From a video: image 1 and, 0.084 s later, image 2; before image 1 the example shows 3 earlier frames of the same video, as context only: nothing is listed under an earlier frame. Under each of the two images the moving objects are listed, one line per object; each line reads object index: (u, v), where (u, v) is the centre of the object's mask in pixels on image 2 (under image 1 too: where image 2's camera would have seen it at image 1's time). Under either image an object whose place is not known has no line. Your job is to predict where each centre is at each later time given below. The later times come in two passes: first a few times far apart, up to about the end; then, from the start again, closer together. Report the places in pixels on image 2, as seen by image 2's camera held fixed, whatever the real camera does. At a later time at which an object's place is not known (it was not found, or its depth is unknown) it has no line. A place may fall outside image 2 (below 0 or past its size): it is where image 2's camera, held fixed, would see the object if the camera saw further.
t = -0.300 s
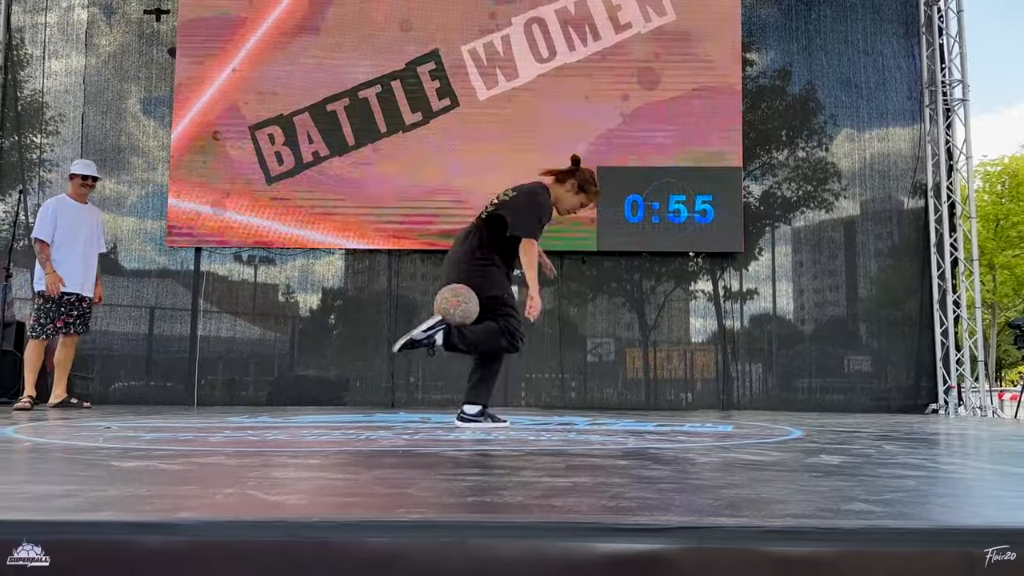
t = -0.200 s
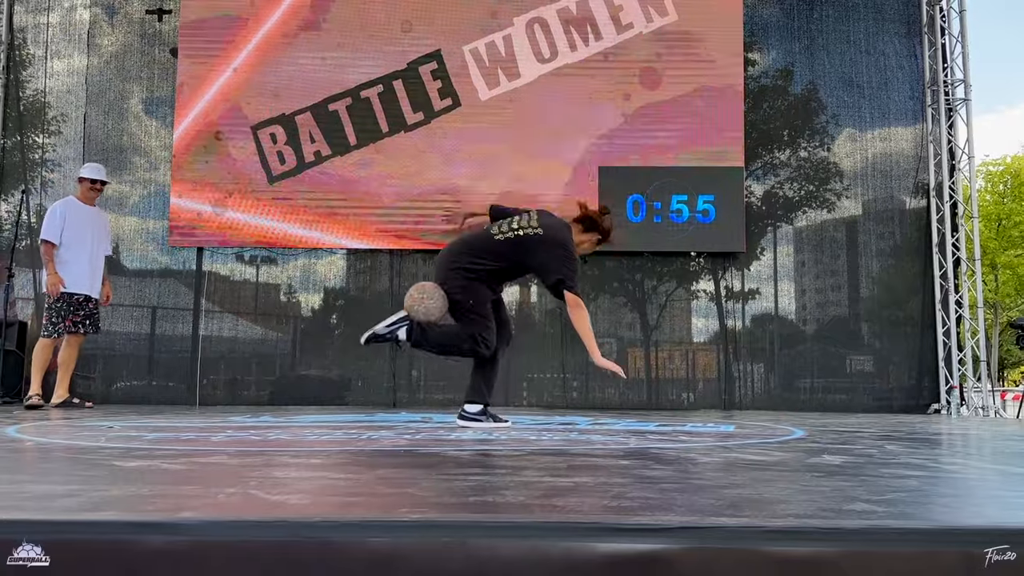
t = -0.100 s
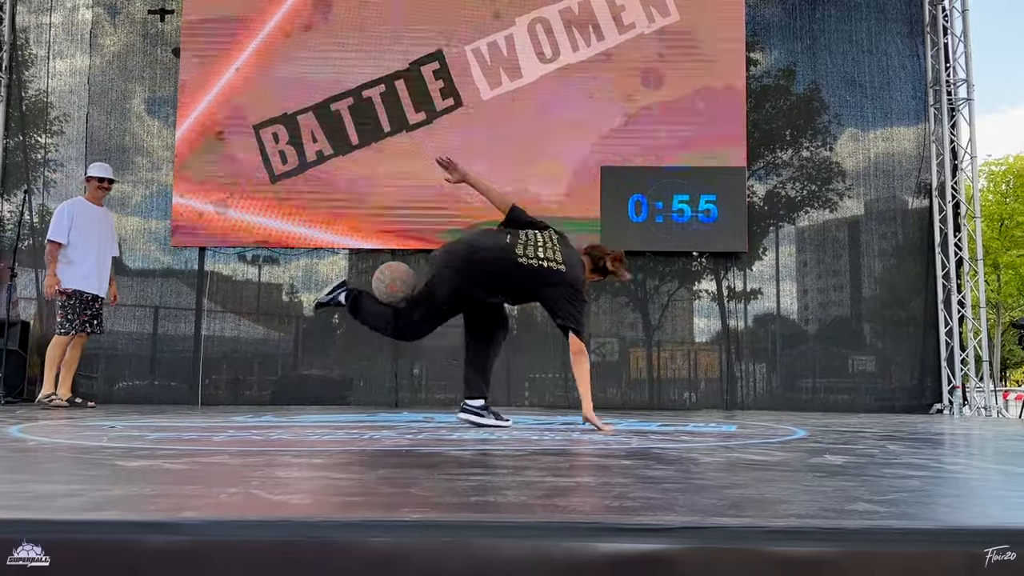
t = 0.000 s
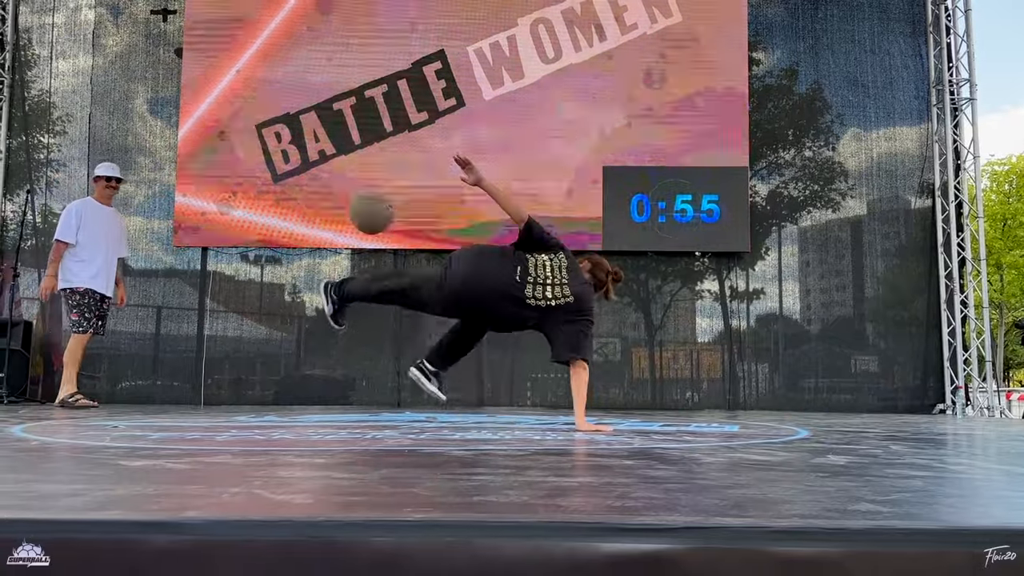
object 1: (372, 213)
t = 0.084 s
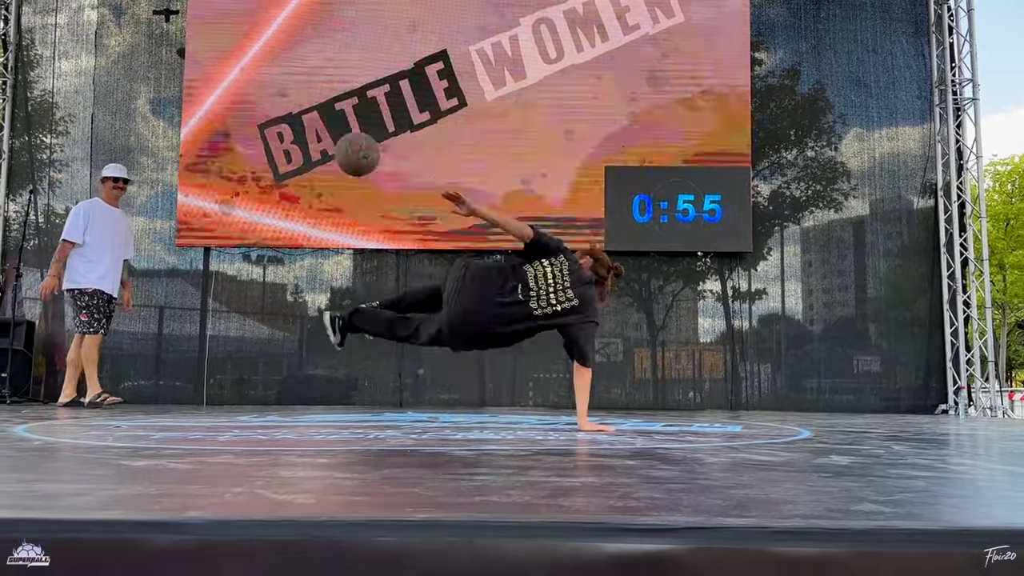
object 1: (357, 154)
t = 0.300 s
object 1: (312, 63)
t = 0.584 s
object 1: (249, 87)
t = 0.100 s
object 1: (354, 144)
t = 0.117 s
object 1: (350, 134)
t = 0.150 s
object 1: (344, 117)
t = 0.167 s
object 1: (340, 108)
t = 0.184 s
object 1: (336, 101)
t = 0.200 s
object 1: (333, 94)
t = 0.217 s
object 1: (329, 87)
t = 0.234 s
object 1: (326, 81)
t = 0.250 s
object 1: (322, 76)
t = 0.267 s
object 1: (319, 71)
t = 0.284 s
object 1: (315, 67)
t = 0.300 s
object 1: (312, 63)
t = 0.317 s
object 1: (308, 60)
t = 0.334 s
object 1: (305, 57)
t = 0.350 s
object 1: (301, 55)
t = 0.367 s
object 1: (297, 53)
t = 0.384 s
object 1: (294, 52)
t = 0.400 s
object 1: (290, 52)
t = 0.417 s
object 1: (287, 52)
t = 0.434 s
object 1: (283, 53)
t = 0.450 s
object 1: (279, 54)
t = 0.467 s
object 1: (276, 56)
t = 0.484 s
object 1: (272, 59)
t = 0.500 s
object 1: (268, 62)
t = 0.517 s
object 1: (265, 66)
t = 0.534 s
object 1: (261, 70)
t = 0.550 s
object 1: (257, 75)
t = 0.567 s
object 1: (253, 81)
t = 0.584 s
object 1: (249, 87)
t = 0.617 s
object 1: (241, 101)
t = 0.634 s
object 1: (238, 109)
